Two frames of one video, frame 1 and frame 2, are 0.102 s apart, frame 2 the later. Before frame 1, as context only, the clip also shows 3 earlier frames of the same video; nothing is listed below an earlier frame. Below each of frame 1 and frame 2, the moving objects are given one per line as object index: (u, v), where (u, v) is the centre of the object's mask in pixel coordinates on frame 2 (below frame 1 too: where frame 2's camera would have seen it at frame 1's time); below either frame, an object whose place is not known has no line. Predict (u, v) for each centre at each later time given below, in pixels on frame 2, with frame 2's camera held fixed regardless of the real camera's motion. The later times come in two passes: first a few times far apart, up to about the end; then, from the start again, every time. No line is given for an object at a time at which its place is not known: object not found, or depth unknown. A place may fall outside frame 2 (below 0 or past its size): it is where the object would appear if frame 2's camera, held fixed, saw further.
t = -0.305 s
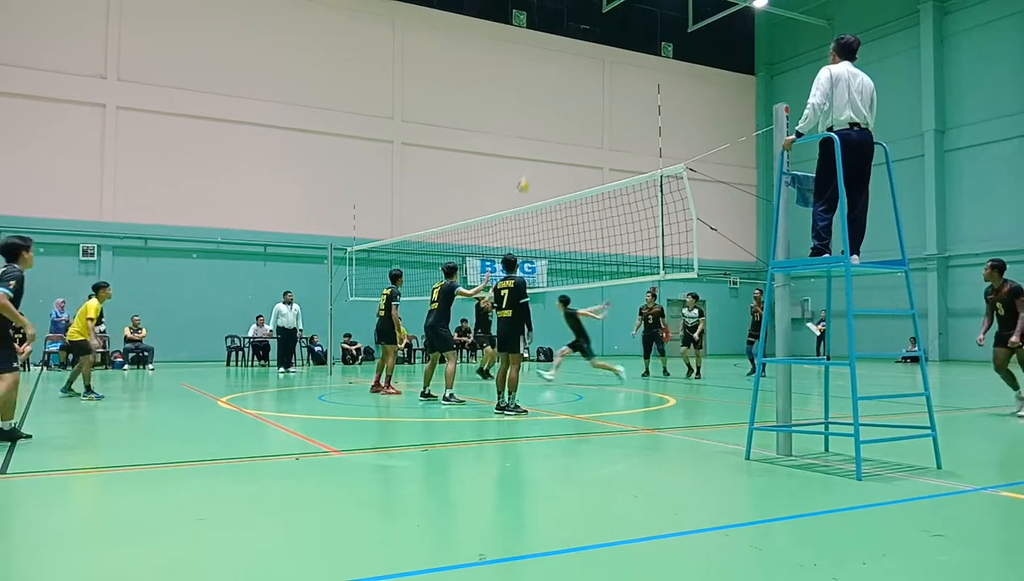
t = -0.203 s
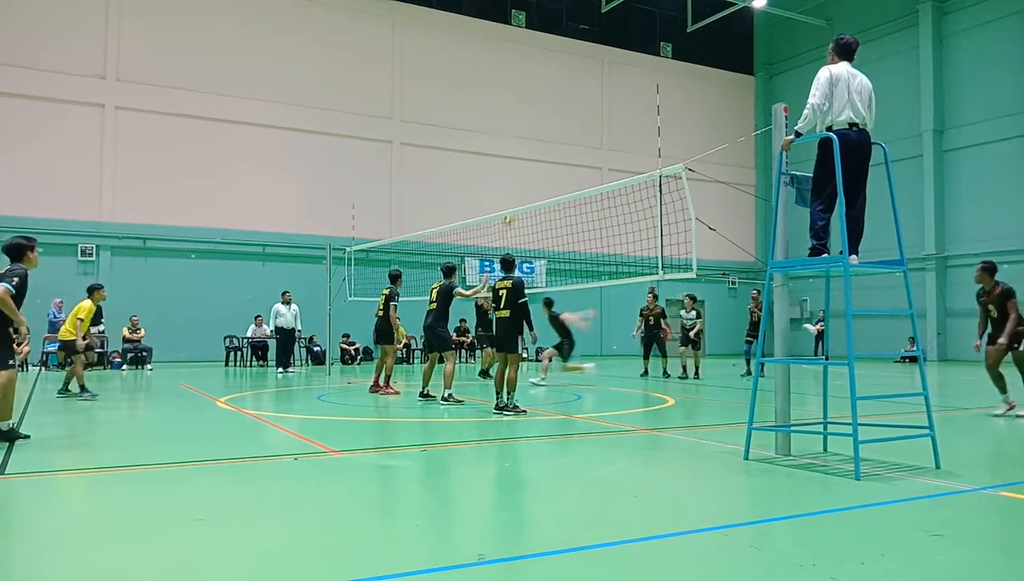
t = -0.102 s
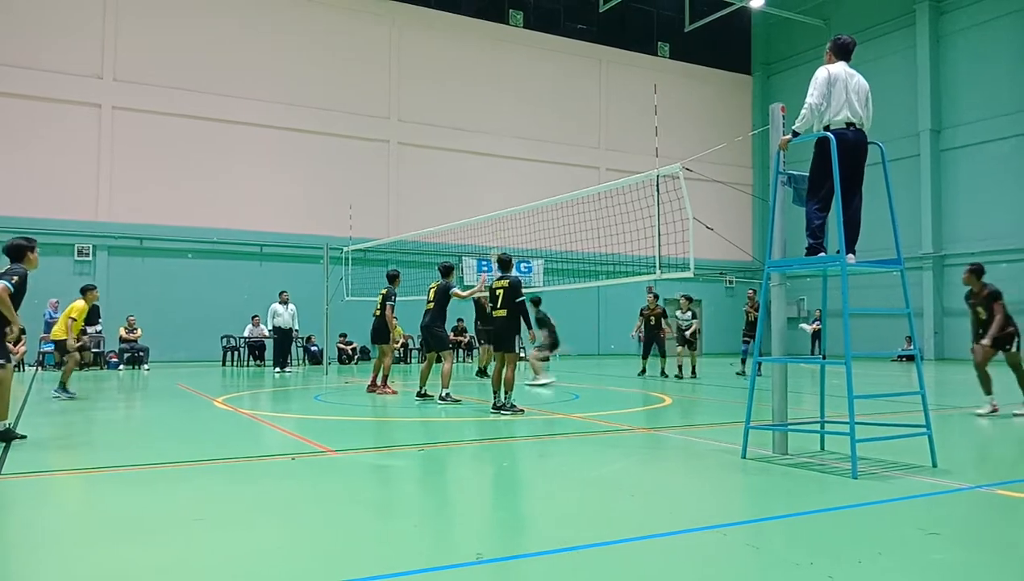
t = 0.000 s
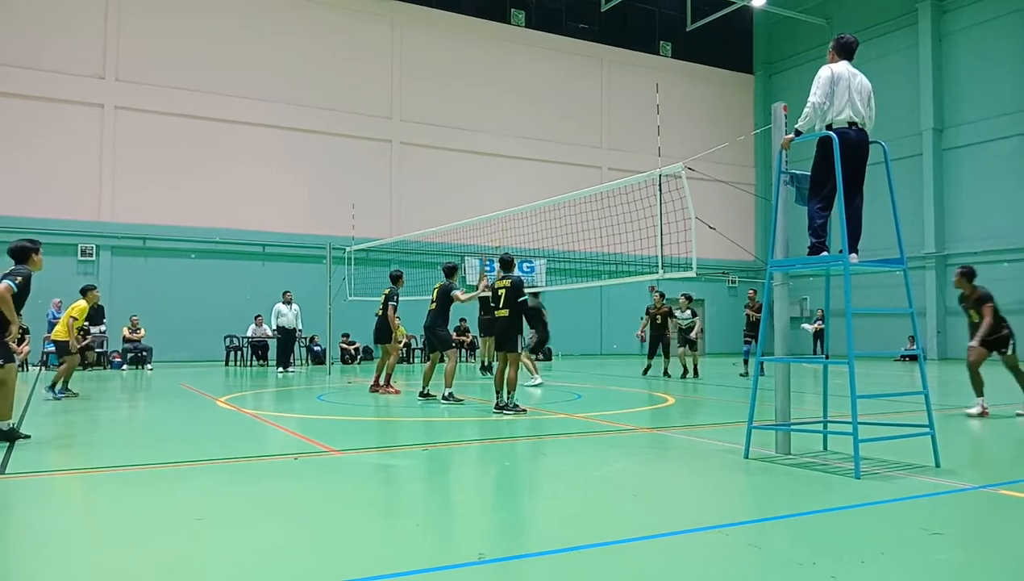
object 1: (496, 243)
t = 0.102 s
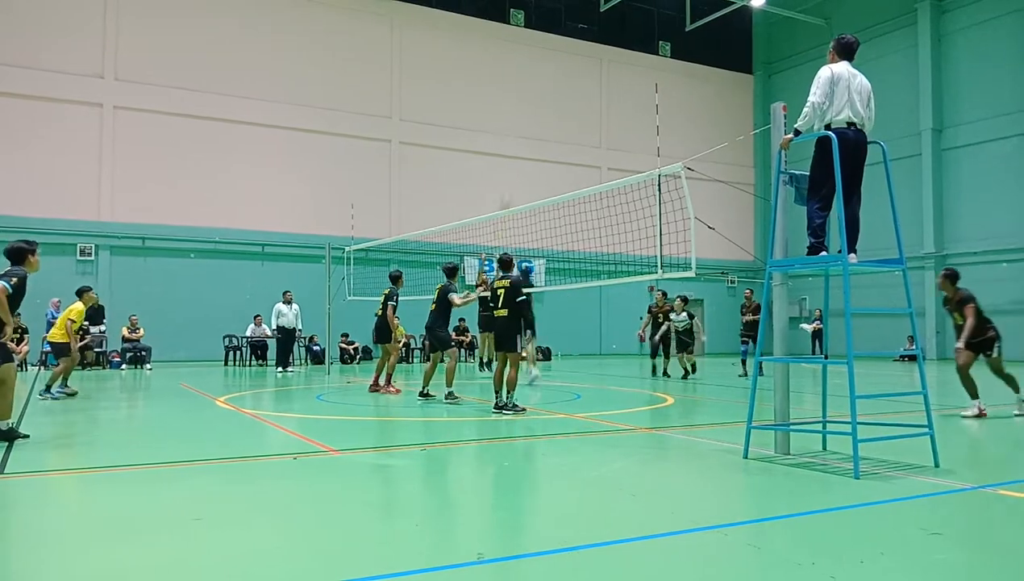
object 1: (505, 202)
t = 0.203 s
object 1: (514, 165)
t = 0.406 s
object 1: (533, 104)
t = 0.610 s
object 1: (553, 63)
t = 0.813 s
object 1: (576, 46)
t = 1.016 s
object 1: (602, 56)
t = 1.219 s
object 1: (631, 101)
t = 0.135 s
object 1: (508, 189)
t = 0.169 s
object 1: (511, 176)
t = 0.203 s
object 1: (514, 165)
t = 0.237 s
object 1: (518, 154)
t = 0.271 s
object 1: (521, 143)
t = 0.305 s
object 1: (523, 132)
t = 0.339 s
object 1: (526, 122)
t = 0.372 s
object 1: (530, 114)
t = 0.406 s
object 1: (533, 104)
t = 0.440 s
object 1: (536, 96)
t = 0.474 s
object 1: (538, 88)
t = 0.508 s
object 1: (542, 81)
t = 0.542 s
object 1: (546, 75)
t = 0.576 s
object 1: (549, 69)
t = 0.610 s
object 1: (553, 63)
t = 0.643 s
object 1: (556, 59)
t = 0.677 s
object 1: (560, 55)
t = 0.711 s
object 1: (564, 52)
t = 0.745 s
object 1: (568, 49)
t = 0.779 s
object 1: (571, 47)
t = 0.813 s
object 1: (576, 46)
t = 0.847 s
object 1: (580, 45)
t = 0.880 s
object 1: (584, 45)
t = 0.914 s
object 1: (589, 47)
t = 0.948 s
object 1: (592, 49)
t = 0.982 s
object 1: (597, 52)
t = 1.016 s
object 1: (602, 56)
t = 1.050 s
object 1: (607, 61)
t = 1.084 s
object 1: (611, 67)
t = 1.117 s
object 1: (616, 74)
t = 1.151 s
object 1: (621, 82)
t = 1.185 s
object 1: (626, 90)
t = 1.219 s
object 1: (631, 101)
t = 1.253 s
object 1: (636, 113)
